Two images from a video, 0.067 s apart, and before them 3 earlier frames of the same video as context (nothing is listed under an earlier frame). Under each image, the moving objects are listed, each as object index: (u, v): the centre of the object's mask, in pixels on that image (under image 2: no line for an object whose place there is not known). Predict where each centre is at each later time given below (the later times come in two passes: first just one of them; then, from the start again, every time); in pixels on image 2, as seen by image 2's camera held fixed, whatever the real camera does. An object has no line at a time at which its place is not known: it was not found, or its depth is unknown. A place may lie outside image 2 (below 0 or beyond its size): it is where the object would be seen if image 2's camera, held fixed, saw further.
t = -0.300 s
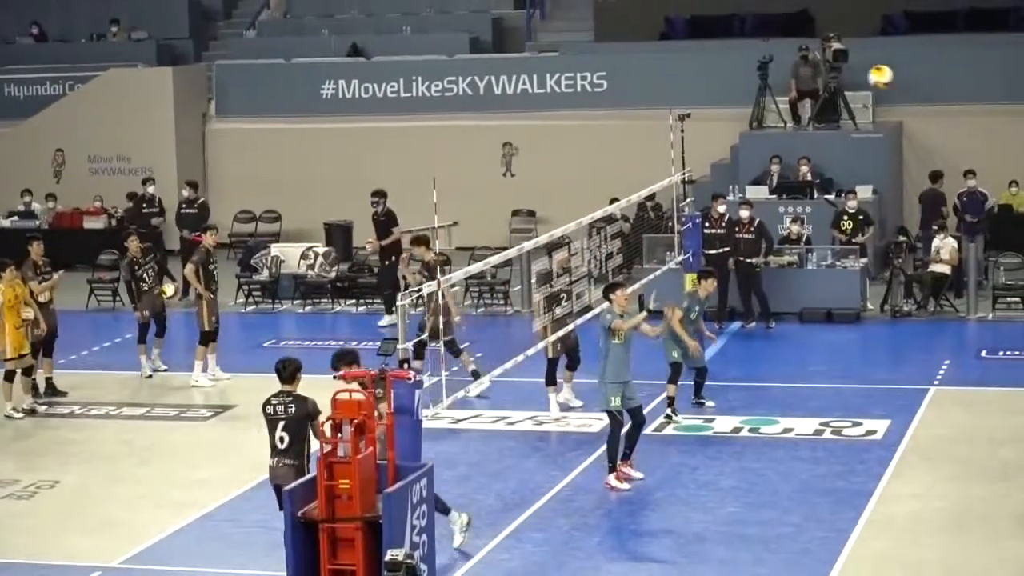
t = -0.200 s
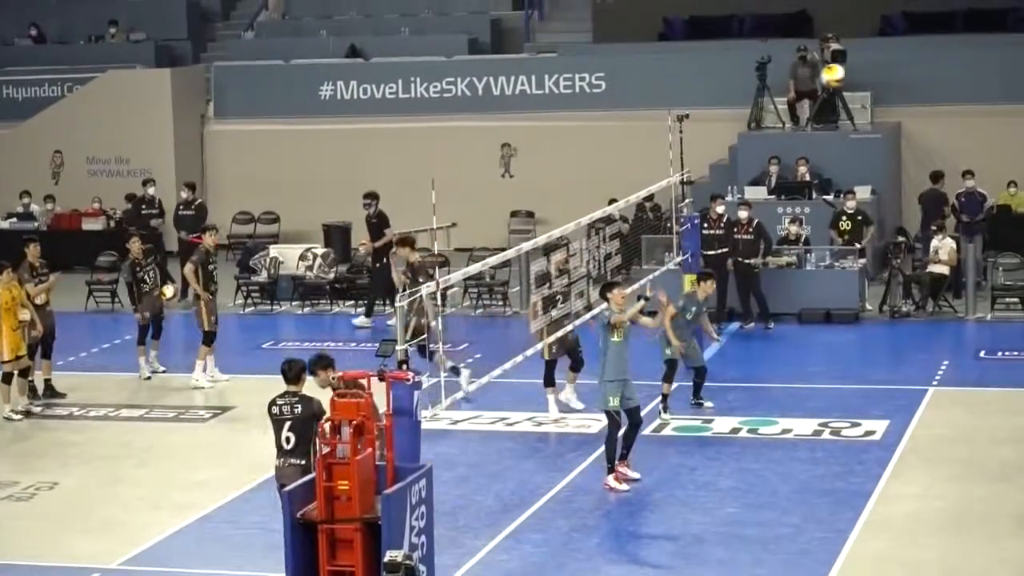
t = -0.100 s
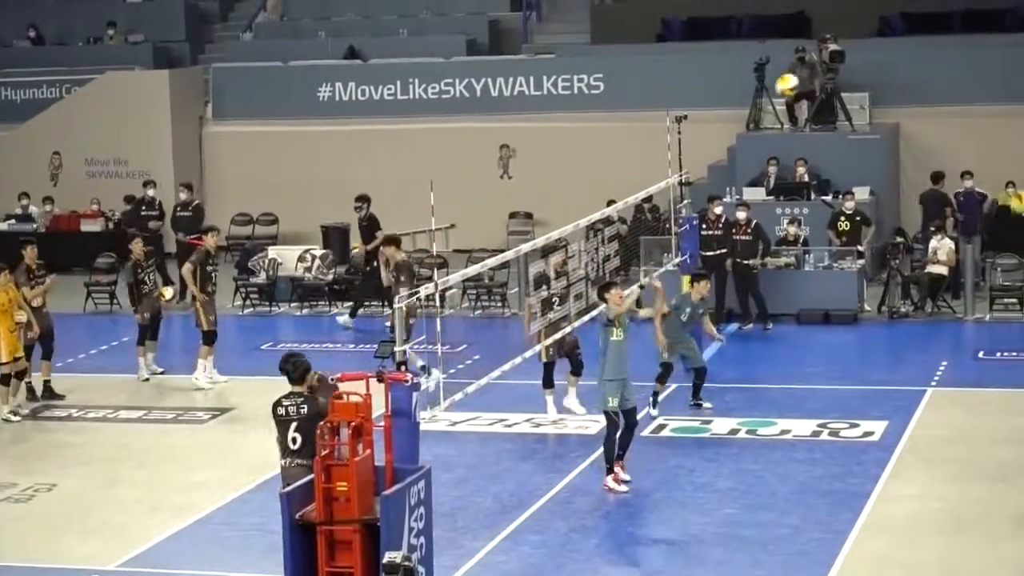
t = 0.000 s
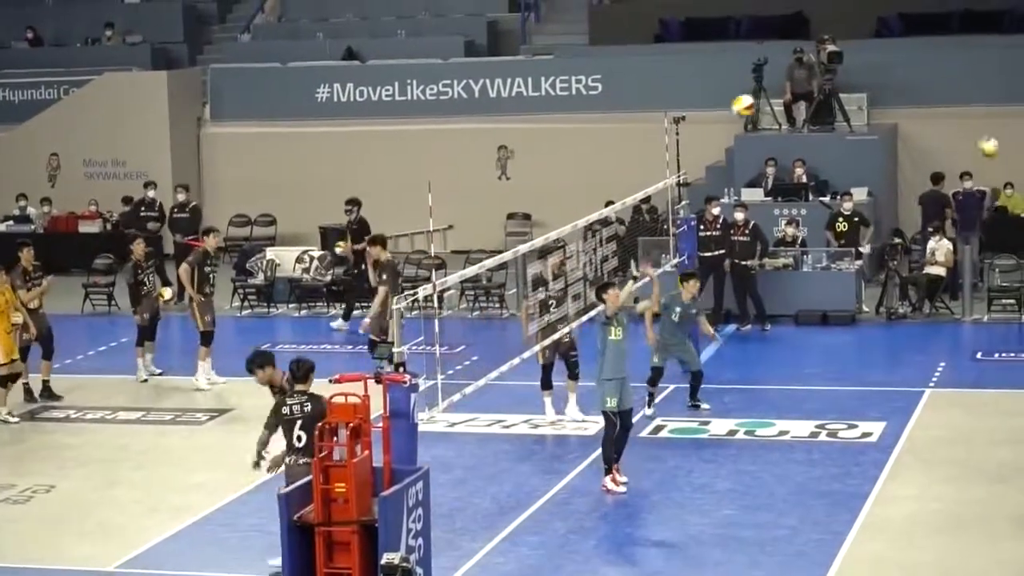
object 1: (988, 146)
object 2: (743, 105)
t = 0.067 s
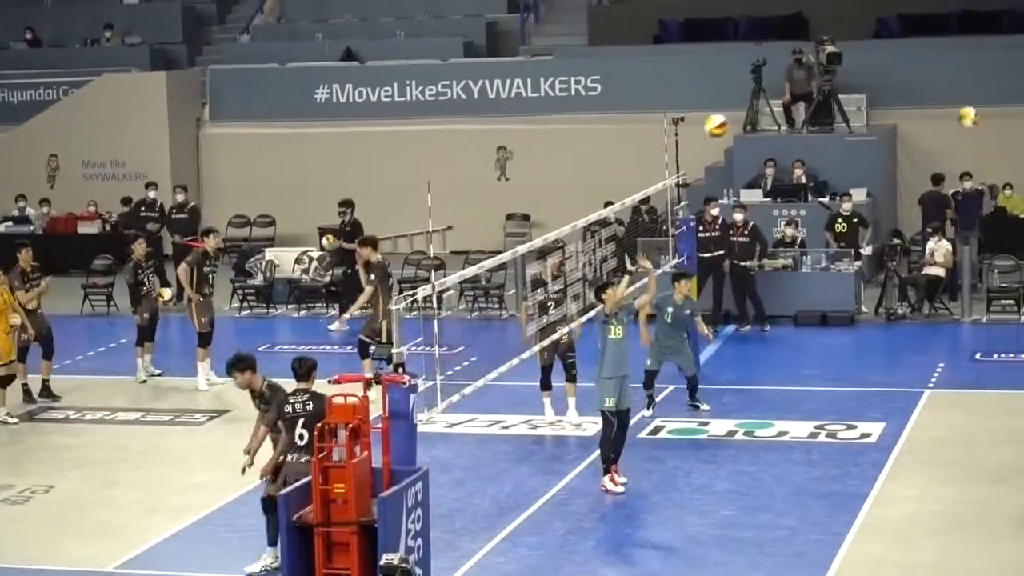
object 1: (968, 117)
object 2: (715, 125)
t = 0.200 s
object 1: (930, 68)
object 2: (664, 174)
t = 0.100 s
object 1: (958, 102)
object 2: (703, 136)
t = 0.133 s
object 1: (948, 90)
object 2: (689, 148)
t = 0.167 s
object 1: (939, 79)
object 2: (677, 161)
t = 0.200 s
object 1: (930, 68)
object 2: (664, 174)
